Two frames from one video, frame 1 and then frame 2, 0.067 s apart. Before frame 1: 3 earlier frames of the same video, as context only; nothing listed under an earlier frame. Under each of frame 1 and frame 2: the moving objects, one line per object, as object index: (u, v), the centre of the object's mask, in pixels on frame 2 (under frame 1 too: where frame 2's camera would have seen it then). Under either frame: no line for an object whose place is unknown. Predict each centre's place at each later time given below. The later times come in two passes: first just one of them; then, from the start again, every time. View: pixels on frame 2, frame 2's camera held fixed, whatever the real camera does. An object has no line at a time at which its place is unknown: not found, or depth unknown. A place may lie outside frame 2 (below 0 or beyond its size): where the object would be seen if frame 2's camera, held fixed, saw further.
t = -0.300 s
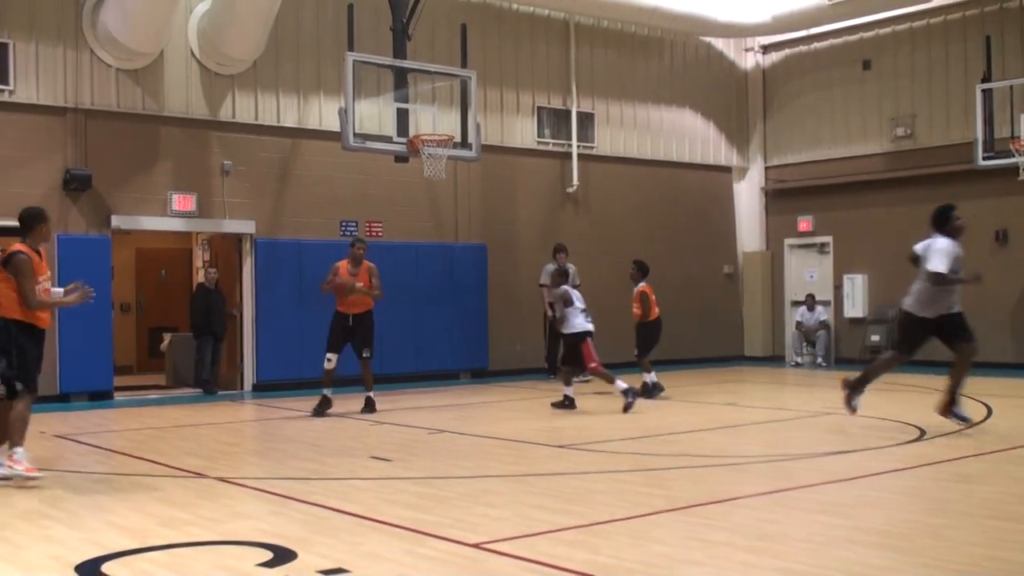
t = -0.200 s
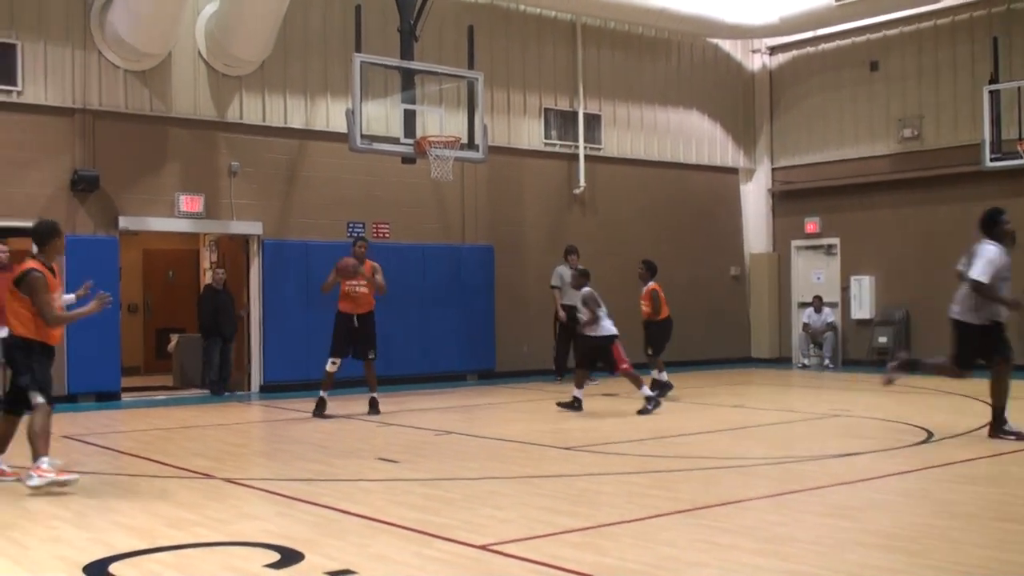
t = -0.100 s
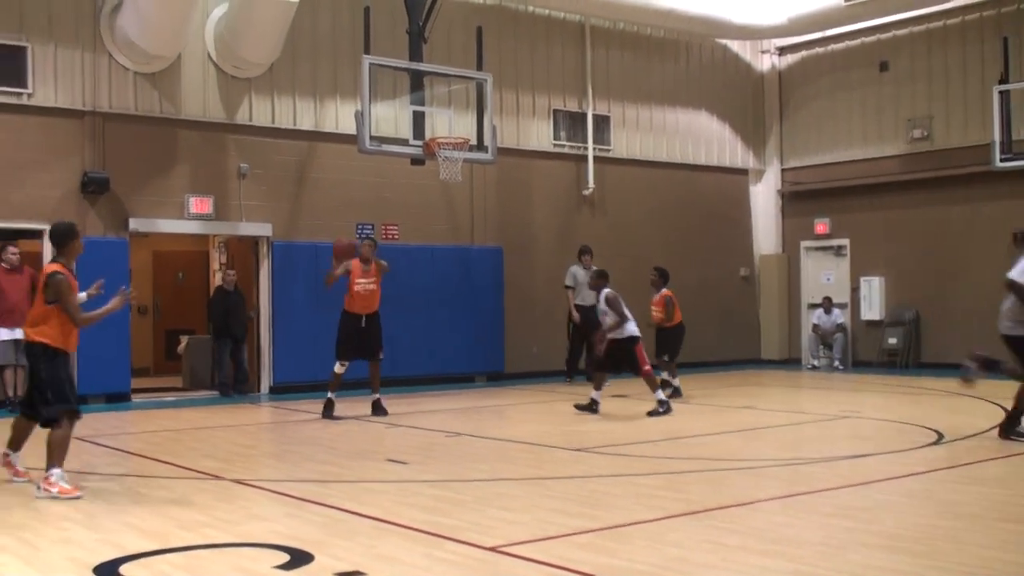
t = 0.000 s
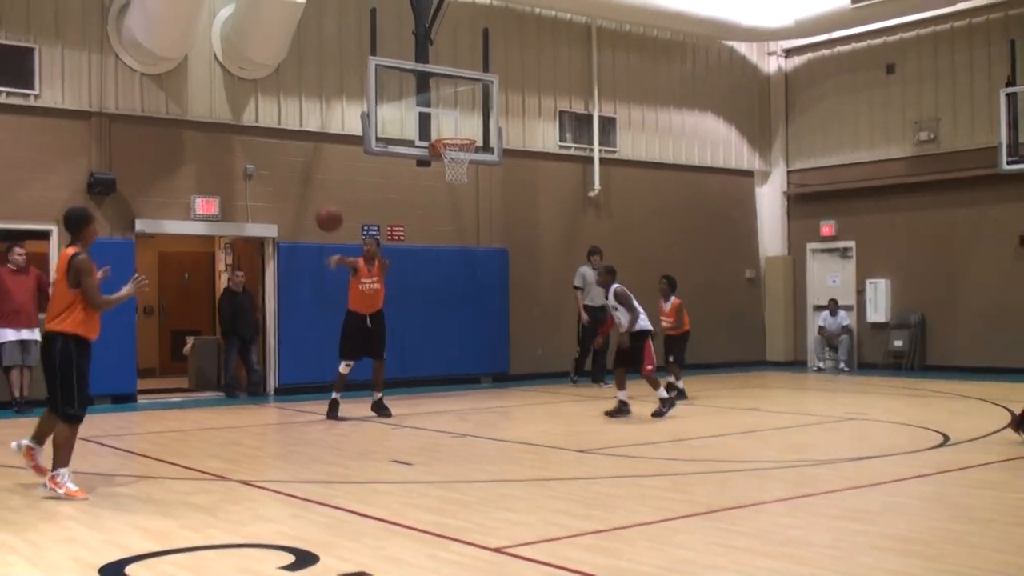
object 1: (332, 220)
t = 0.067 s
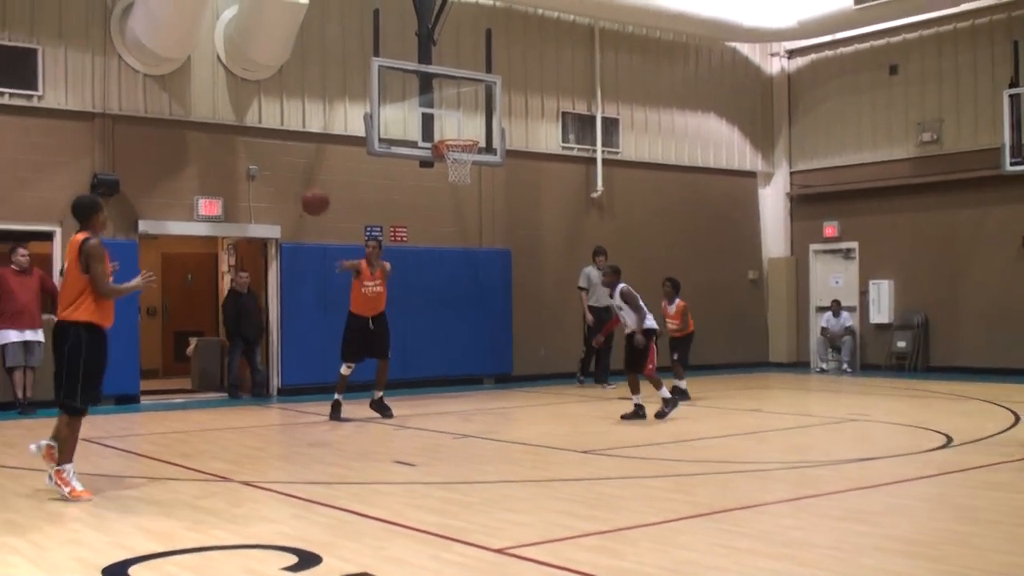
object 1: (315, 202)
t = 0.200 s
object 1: (277, 177)
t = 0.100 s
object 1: (306, 195)
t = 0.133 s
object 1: (297, 188)
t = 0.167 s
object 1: (287, 182)
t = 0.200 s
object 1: (277, 177)
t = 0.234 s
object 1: (266, 174)
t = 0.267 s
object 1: (254, 171)
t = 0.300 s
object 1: (242, 169)
